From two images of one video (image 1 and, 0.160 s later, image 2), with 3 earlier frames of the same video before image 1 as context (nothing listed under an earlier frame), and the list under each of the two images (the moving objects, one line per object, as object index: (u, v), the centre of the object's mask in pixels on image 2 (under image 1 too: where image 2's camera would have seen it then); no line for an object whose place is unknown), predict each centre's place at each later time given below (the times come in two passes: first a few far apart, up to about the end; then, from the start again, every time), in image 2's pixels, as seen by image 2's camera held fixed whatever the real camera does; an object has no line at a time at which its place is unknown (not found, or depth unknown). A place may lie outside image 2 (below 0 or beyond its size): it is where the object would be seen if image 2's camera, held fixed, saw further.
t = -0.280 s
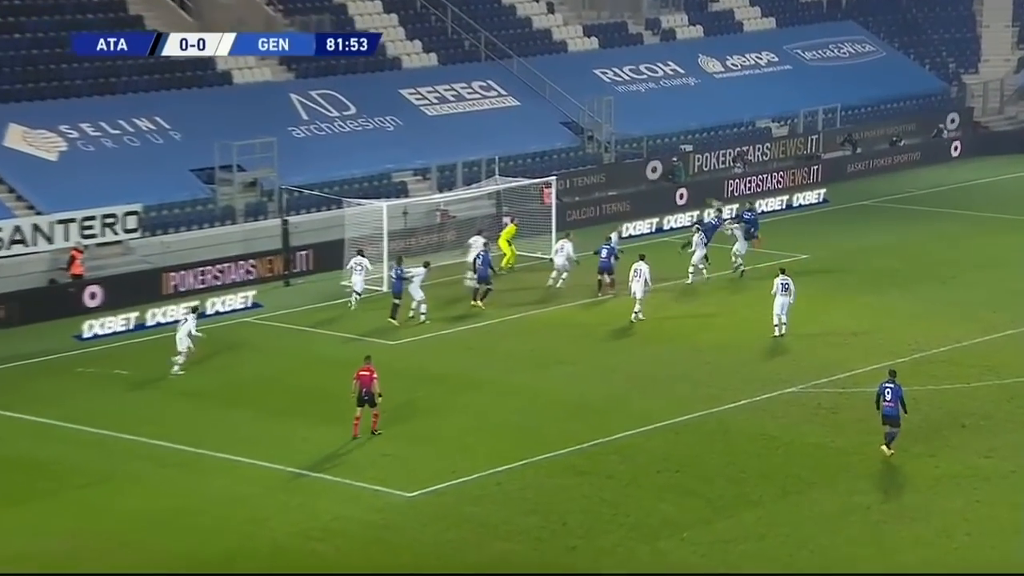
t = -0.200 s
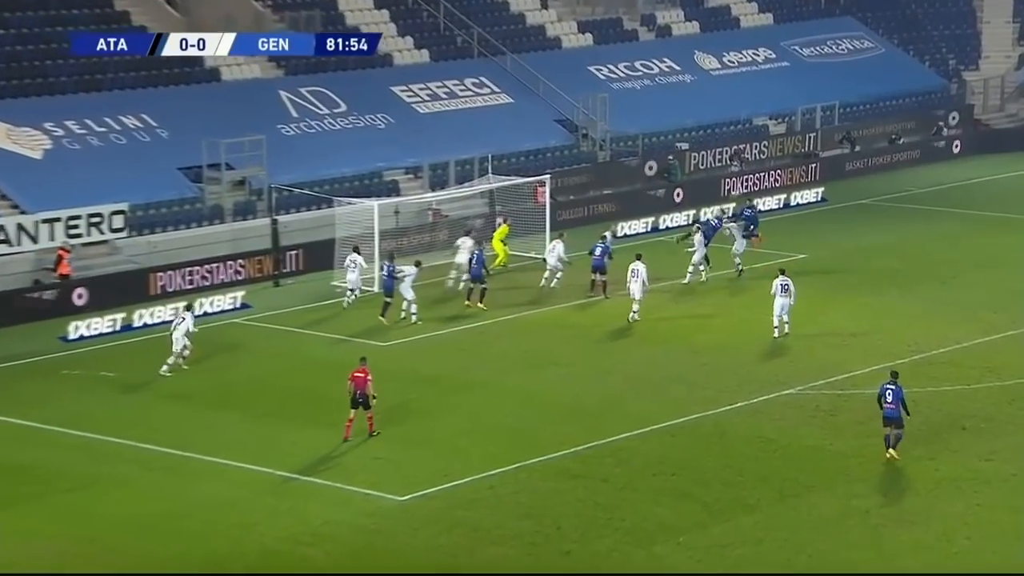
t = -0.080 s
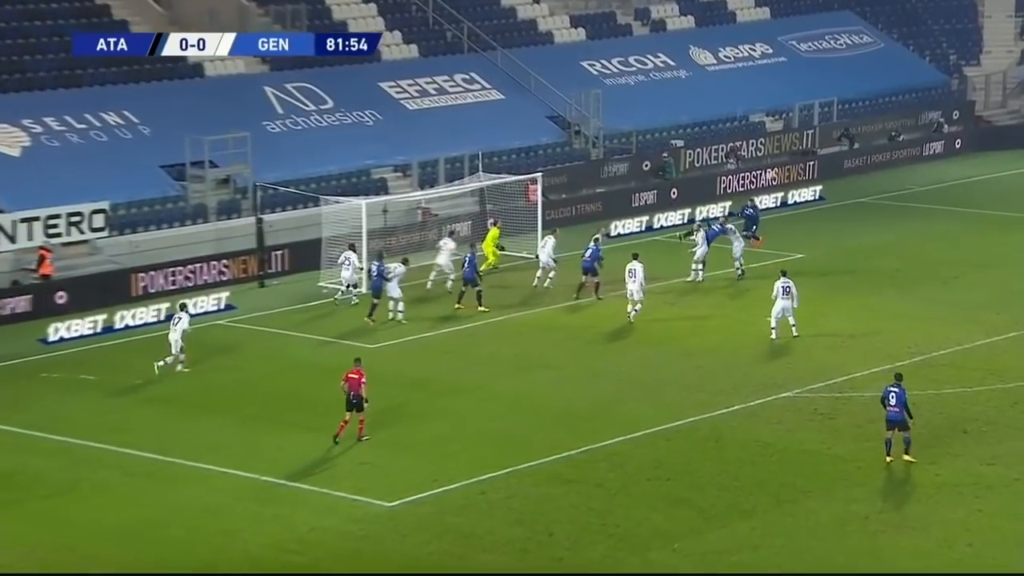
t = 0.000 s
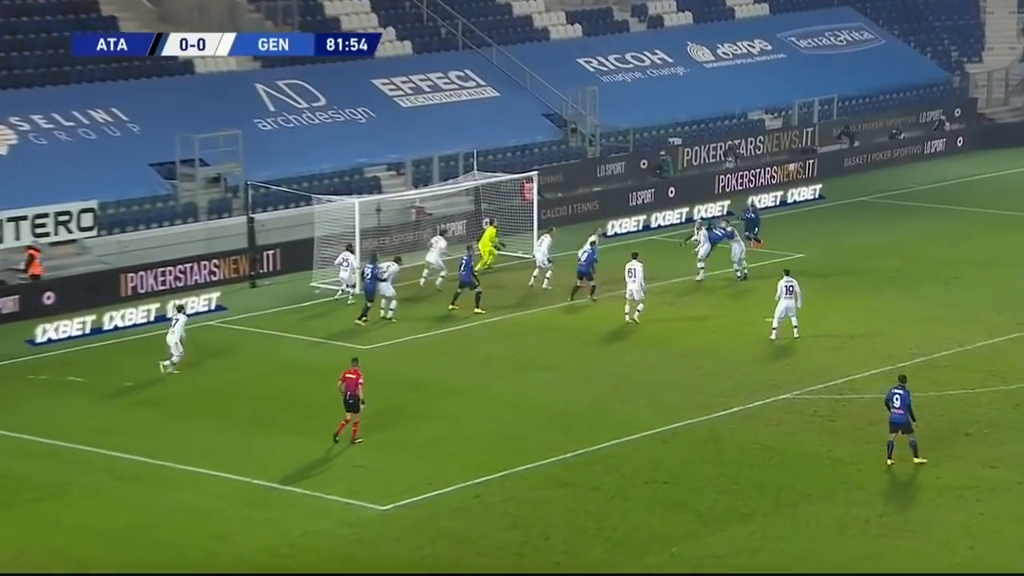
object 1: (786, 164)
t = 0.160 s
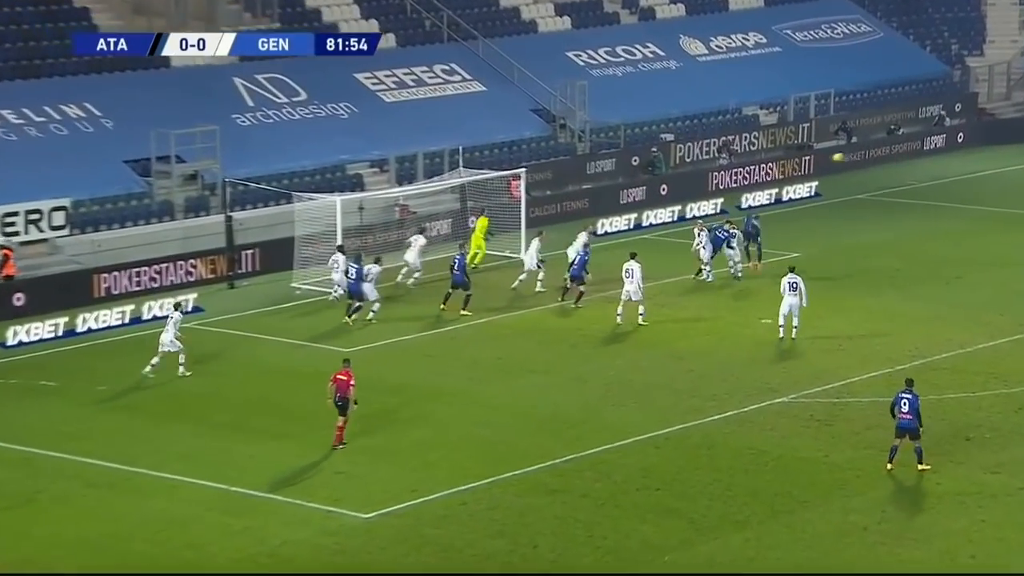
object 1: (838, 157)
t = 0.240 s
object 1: (862, 157)
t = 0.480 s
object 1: (937, 174)
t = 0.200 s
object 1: (849, 157)
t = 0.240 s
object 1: (862, 157)
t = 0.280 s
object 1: (876, 159)
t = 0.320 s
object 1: (888, 160)
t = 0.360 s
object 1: (901, 163)
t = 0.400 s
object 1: (912, 166)
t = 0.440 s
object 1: (926, 170)
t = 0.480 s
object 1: (937, 174)
